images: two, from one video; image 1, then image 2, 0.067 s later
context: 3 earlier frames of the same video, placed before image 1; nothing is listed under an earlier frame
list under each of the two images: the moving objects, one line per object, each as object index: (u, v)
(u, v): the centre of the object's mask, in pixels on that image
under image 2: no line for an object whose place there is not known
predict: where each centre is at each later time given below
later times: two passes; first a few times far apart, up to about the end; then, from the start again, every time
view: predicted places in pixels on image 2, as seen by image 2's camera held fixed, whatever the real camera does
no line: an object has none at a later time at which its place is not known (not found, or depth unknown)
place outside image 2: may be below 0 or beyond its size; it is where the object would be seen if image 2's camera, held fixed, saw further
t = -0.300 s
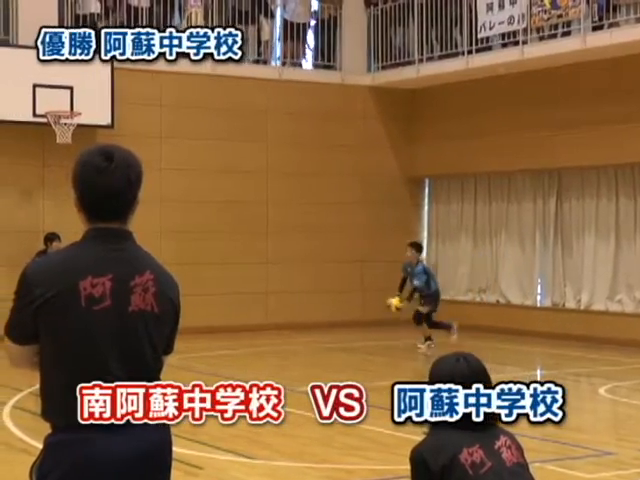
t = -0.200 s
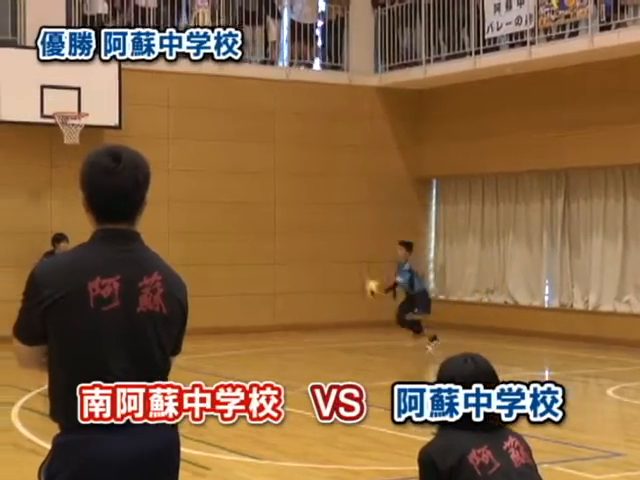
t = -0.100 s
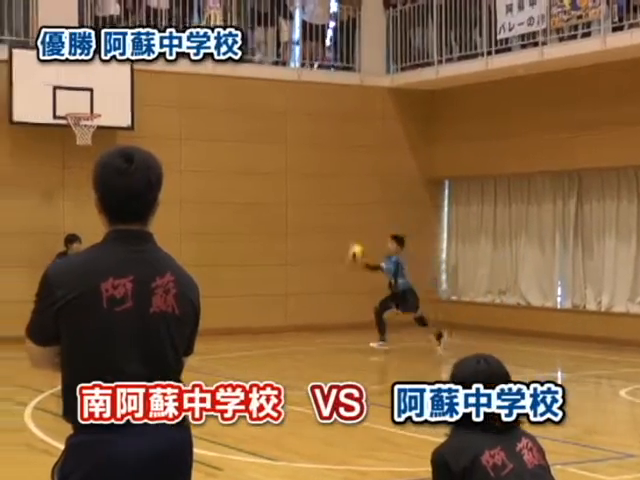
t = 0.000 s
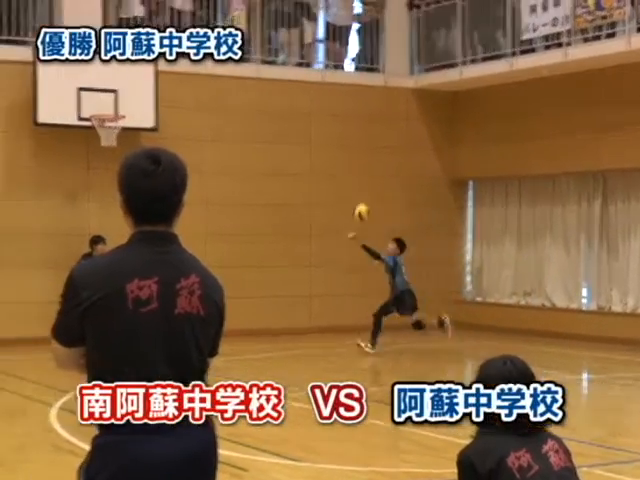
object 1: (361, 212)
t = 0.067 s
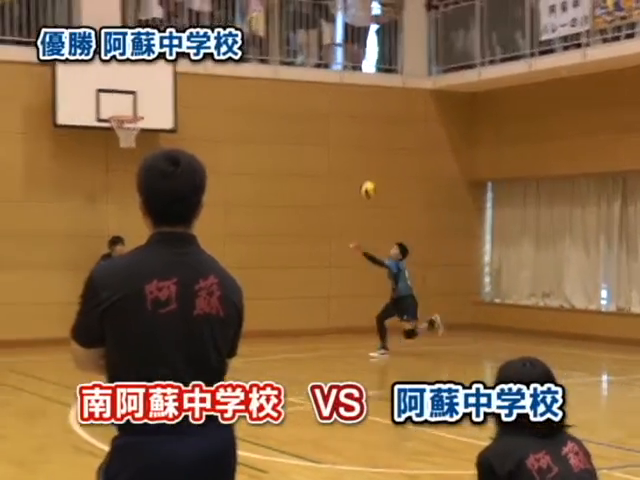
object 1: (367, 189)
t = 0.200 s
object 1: (344, 152)
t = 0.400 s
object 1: (308, 122)
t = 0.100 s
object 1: (361, 178)
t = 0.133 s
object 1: (356, 169)
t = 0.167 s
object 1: (350, 160)
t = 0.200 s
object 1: (344, 152)
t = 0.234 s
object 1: (338, 145)
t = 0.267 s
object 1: (331, 138)
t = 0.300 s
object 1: (326, 133)
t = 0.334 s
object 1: (320, 129)
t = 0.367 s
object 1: (314, 125)
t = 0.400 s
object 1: (308, 122)
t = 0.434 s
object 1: (303, 120)
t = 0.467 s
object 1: (297, 119)
